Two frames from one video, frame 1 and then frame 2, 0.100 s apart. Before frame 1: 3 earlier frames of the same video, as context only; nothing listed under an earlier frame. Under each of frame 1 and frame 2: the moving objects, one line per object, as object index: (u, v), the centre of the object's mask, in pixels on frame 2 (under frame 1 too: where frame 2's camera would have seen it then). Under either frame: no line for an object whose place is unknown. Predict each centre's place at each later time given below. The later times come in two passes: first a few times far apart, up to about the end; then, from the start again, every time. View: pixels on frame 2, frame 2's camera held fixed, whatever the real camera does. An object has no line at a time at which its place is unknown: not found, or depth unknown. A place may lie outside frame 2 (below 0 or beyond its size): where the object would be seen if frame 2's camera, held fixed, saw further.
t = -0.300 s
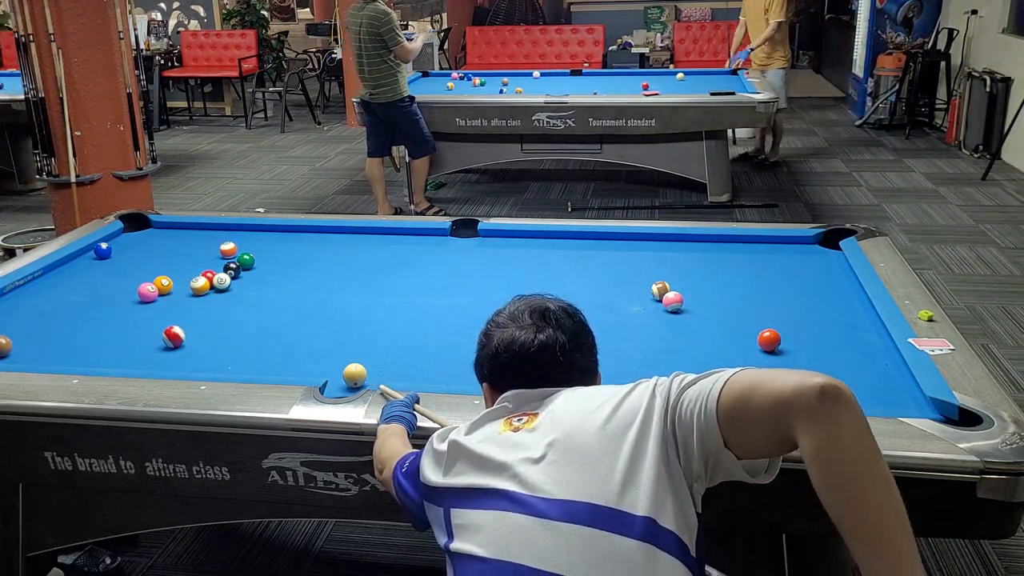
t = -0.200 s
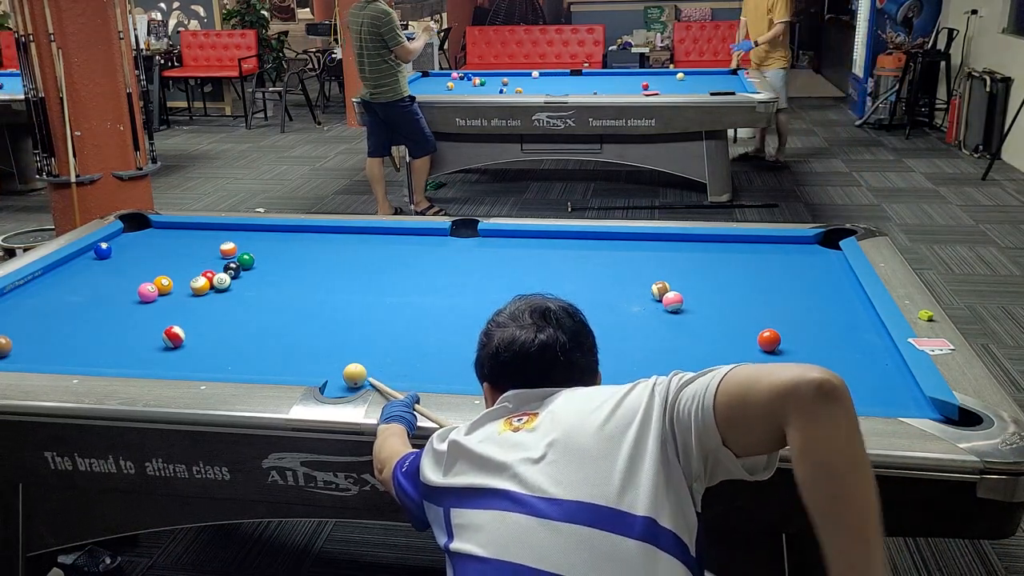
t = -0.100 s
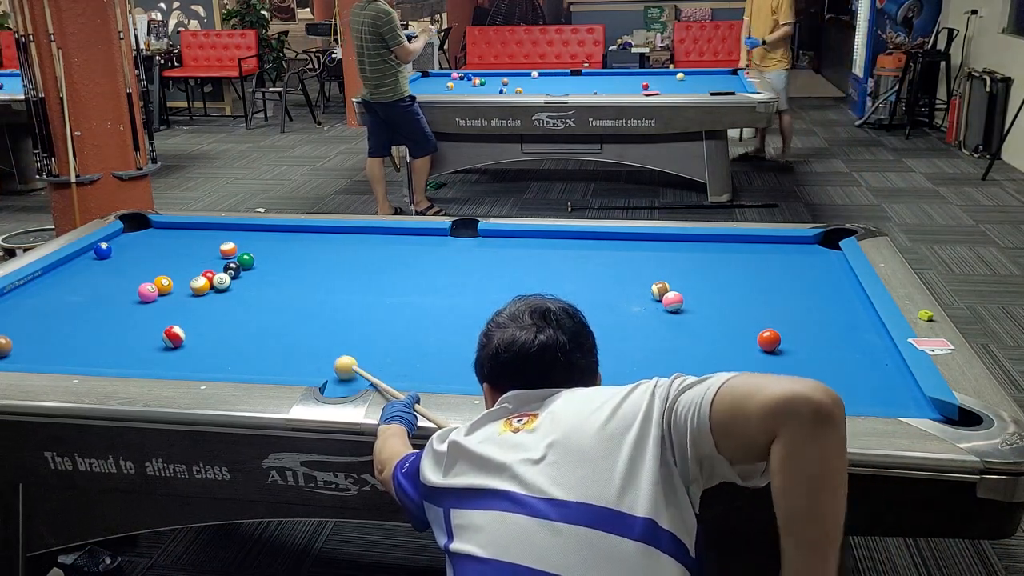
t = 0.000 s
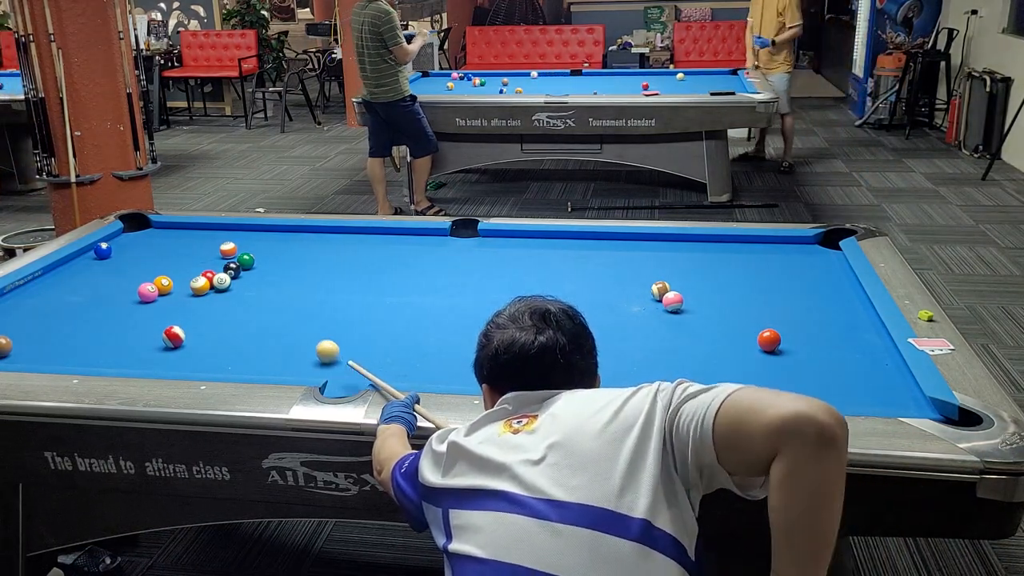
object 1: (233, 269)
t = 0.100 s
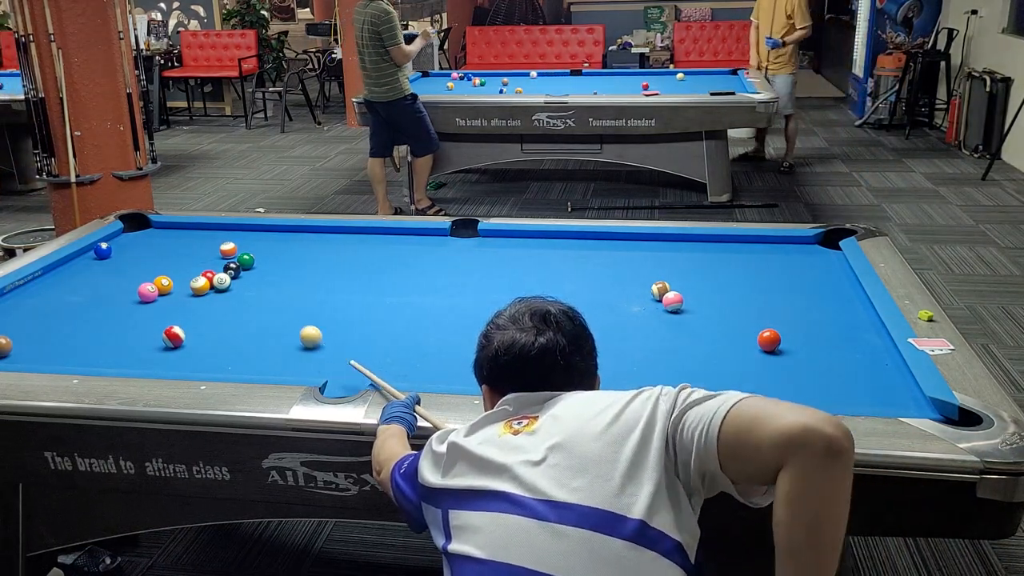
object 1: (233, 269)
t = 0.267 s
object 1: (232, 269)
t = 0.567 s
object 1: (232, 269)
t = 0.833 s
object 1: (213, 258)
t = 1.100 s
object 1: (194, 246)
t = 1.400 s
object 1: (174, 235)
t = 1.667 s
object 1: (159, 225)
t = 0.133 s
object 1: (232, 269)
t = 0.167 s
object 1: (232, 269)
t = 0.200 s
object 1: (232, 269)
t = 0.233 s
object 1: (232, 269)
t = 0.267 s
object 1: (232, 269)
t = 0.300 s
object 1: (232, 269)
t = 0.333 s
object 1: (232, 269)
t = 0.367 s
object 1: (232, 269)
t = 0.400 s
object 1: (232, 269)
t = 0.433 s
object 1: (232, 269)
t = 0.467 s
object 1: (232, 269)
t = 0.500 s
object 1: (232, 269)
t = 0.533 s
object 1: (232, 269)
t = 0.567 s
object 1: (232, 269)
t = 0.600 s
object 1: (231, 269)
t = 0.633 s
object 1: (230, 267)
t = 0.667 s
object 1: (228, 266)
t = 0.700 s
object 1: (226, 265)
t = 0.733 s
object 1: (222, 264)
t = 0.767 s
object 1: (219, 262)
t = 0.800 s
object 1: (216, 260)
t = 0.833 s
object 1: (213, 258)
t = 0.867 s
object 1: (211, 257)
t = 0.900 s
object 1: (209, 255)
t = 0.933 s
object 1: (206, 253)
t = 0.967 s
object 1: (203, 252)
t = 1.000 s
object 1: (201, 251)
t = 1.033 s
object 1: (198, 249)
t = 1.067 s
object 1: (196, 247)
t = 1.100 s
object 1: (194, 246)
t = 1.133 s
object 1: (192, 245)
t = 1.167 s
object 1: (189, 243)
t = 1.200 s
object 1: (187, 242)
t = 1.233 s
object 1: (185, 241)
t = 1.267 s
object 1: (183, 239)
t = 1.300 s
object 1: (181, 238)
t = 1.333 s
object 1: (178, 237)
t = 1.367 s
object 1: (176, 235)
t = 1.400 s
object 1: (174, 235)
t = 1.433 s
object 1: (173, 233)
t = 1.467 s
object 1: (170, 232)
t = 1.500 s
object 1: (169, 230)
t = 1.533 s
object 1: (167, 230)
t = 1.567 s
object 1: (165, 228)
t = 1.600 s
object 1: (163, 227)
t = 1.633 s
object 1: (161, 226)
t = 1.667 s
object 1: (159, 225)
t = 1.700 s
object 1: (156, 226)
